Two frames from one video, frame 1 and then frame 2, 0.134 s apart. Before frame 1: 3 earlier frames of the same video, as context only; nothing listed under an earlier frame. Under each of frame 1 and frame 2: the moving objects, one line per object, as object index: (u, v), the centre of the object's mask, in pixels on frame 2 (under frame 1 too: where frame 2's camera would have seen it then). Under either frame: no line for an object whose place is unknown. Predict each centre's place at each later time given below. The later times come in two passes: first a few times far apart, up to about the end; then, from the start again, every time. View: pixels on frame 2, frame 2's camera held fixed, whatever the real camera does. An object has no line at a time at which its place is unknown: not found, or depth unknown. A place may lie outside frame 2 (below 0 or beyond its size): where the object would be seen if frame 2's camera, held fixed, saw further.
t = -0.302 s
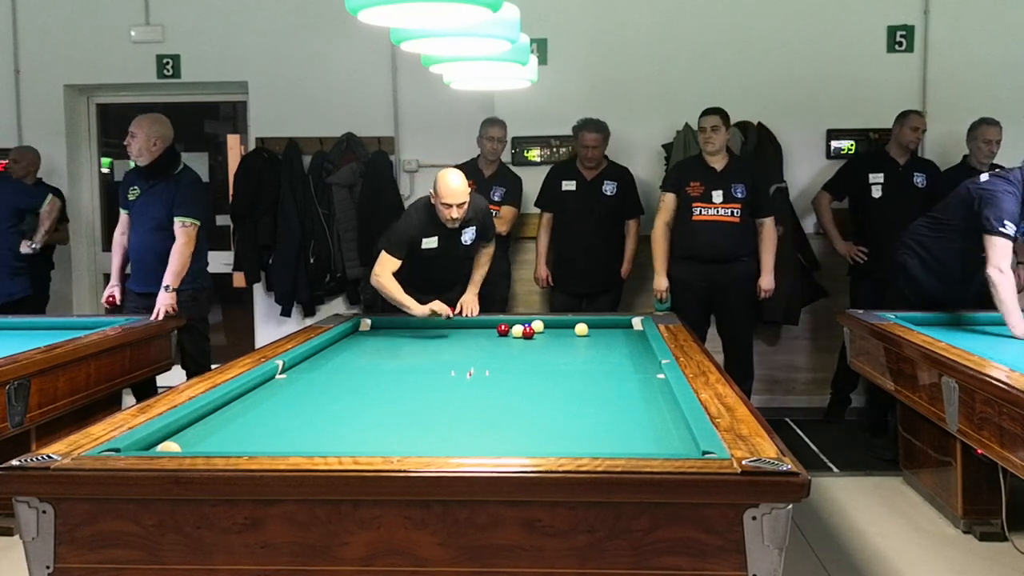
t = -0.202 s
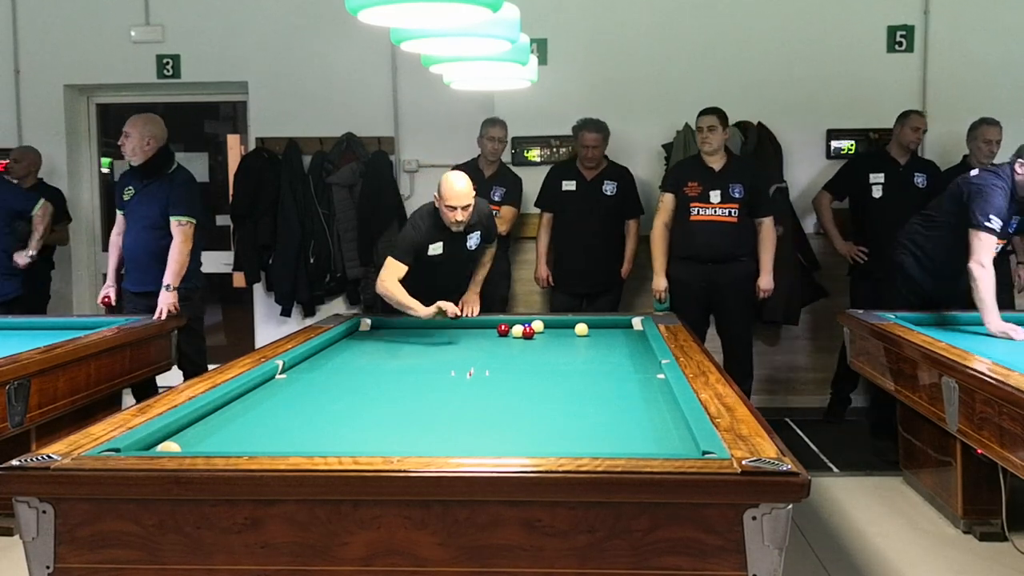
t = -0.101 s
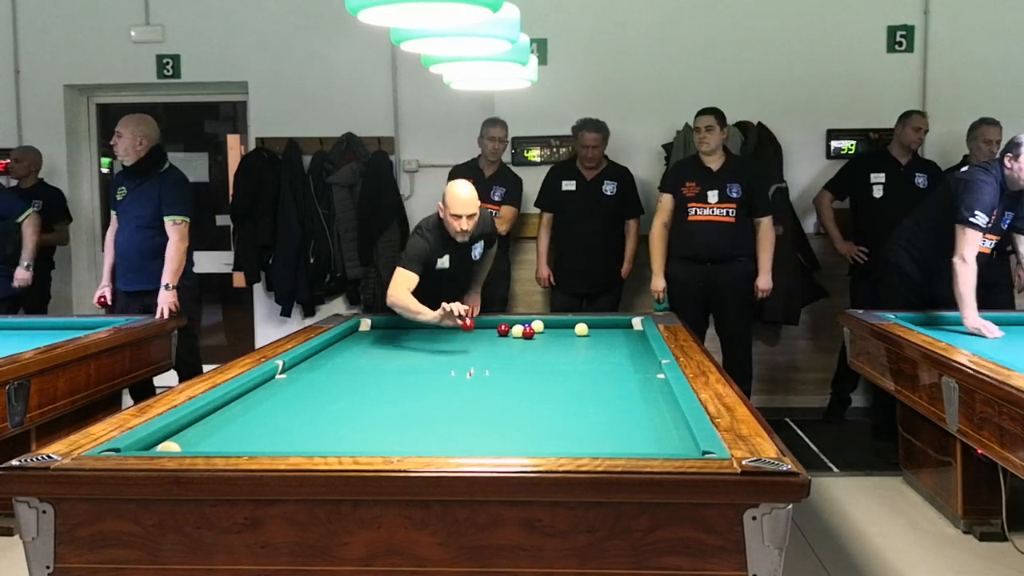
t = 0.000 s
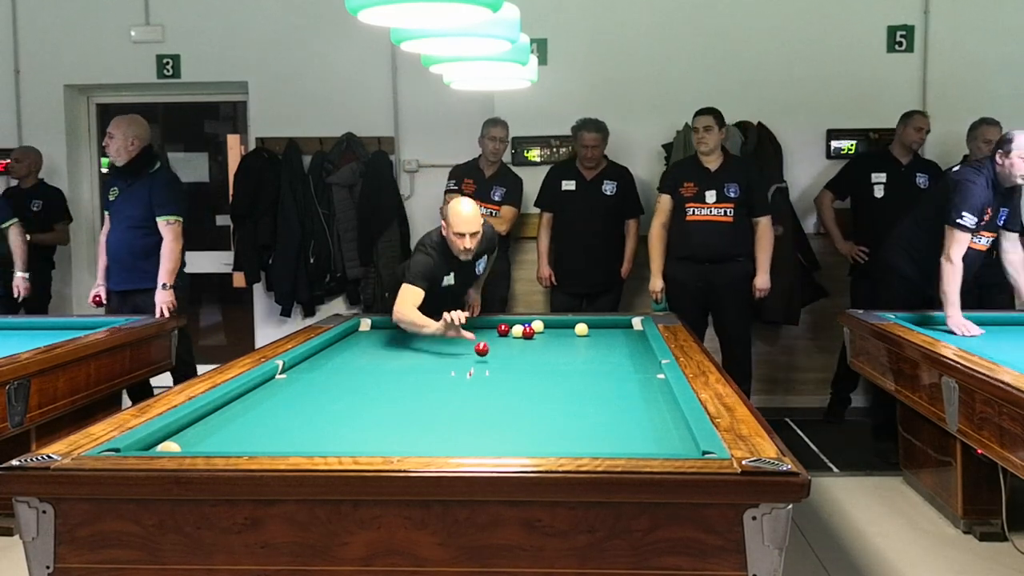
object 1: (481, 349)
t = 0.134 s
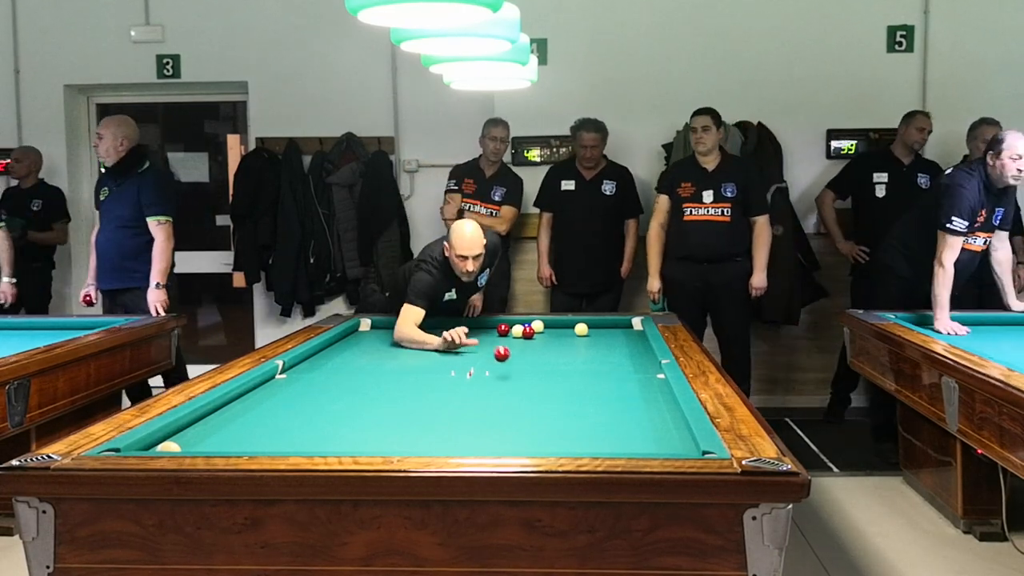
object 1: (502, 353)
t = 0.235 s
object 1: (520, 372)
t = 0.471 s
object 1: (569, 412)
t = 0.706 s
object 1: (635, 448)
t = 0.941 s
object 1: (668, 430)
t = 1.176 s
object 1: (655, 408)
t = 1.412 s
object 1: (635, 392)
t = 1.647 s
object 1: (619, 378)
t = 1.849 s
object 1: (607, 367)
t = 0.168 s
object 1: (507, 363)
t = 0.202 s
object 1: (514, 374)
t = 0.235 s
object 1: (520, 372)
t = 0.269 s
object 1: (526, 373)
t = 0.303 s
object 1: (532, 378)
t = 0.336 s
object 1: (539, 387)
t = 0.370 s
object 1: (546, 395)
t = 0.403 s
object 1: (554, 396)
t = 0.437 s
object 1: (561, 402)
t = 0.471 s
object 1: (569, 412)
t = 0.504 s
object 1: (578, 415)
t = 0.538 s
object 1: (586, 422)
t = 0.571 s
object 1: (595, 428)
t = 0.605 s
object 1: (605, 436)
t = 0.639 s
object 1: (614, 441)
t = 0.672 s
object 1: (625, 445)
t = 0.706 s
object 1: (635, 448)
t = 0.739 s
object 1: (643, 450)
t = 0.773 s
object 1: (648, 447)
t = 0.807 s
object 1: (652, 444)
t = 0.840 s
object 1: (656, 442)
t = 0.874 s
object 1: (660, 438)
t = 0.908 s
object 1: (664, 434)
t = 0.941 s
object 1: (668, 430)
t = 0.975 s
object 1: (671, 426)
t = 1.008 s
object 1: (674, 422)
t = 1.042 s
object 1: (669, 419)
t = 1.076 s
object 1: (665, 416)
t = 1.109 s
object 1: (661, 414)
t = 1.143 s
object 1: (658, 411)
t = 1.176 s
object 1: (655, 408)
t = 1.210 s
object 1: (652, 406)
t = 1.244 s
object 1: (649, 403)
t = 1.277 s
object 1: (646, 401)
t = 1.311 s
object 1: (643, 398)
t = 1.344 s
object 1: (641, 396)
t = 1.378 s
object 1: (638, 394)
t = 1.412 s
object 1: (635, 392)
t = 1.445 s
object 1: (633, 389)
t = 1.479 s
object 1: (630, 387)
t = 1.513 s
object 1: (628, 385)
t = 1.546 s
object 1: (626, 383)
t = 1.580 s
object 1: (623, 381)
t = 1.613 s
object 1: (621, 380)
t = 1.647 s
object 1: (619, 378)
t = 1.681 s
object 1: (617, 376)
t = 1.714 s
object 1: (615, 374)
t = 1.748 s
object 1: (613, 372)
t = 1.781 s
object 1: (611, 370)
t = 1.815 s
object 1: (609, 369)
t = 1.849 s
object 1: (607, 367)
